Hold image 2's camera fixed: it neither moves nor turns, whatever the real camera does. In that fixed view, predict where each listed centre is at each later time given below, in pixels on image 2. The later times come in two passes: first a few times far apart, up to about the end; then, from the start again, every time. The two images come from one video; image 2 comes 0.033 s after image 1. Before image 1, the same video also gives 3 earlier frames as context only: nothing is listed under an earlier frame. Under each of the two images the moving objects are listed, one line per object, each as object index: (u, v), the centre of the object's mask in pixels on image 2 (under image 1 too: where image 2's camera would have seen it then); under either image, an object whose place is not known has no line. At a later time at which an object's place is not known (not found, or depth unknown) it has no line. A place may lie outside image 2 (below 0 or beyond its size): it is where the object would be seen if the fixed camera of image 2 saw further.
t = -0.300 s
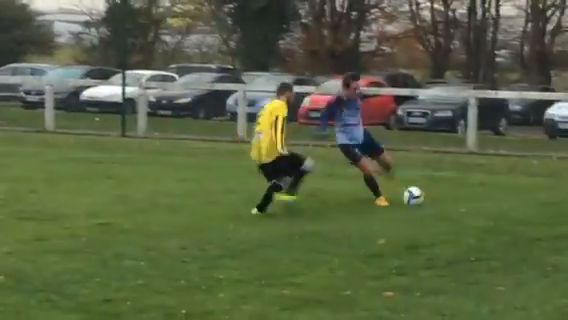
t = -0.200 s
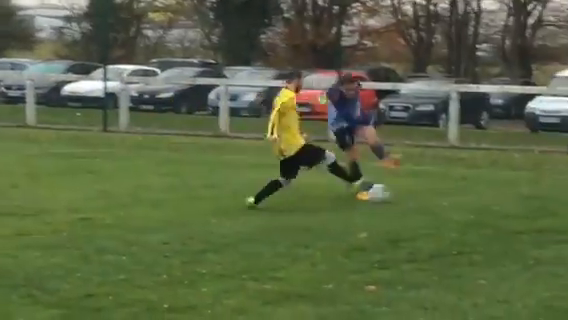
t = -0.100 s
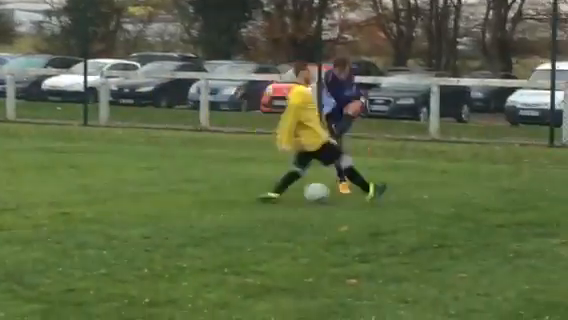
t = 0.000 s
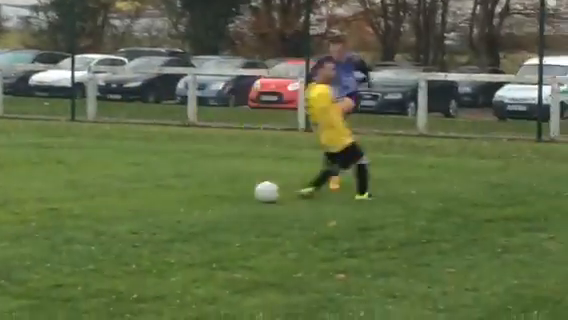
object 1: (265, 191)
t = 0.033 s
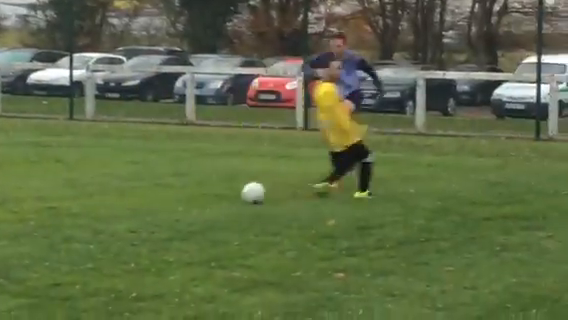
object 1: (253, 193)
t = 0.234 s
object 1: (184, 202)
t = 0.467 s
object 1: (103, 212)
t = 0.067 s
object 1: (241, 195)
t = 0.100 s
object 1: (230, 196)
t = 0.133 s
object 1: (218, 197)
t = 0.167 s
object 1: (207, 198)
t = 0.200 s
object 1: (196, 200)
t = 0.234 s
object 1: (184, 202)
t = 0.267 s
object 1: (174, 203)
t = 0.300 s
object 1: (163, 204)
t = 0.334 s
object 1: (152, 205)
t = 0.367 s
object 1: (140, 208)
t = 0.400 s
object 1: (129, 210)
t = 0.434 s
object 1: (115, 212)
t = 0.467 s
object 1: (103, 212)
